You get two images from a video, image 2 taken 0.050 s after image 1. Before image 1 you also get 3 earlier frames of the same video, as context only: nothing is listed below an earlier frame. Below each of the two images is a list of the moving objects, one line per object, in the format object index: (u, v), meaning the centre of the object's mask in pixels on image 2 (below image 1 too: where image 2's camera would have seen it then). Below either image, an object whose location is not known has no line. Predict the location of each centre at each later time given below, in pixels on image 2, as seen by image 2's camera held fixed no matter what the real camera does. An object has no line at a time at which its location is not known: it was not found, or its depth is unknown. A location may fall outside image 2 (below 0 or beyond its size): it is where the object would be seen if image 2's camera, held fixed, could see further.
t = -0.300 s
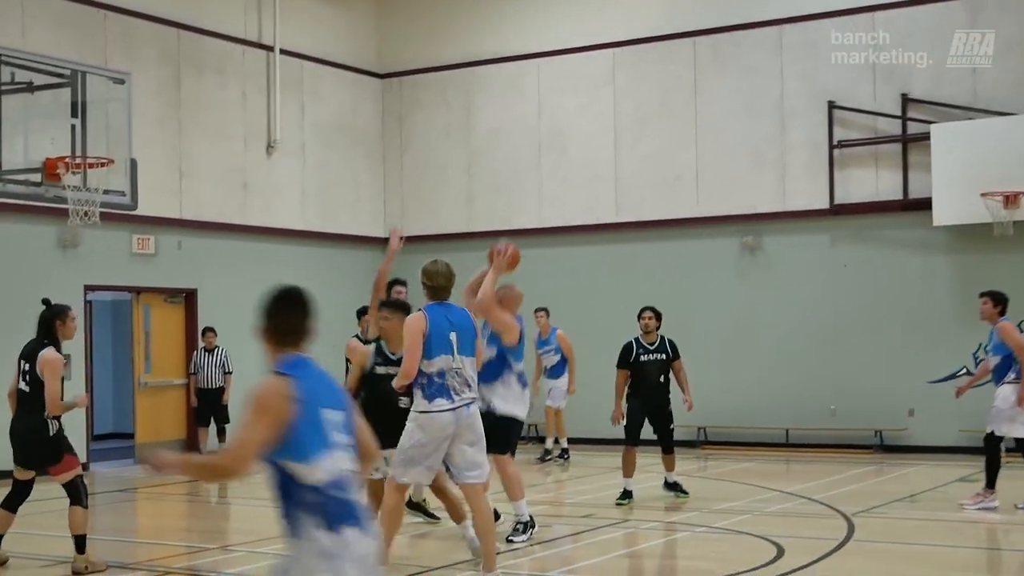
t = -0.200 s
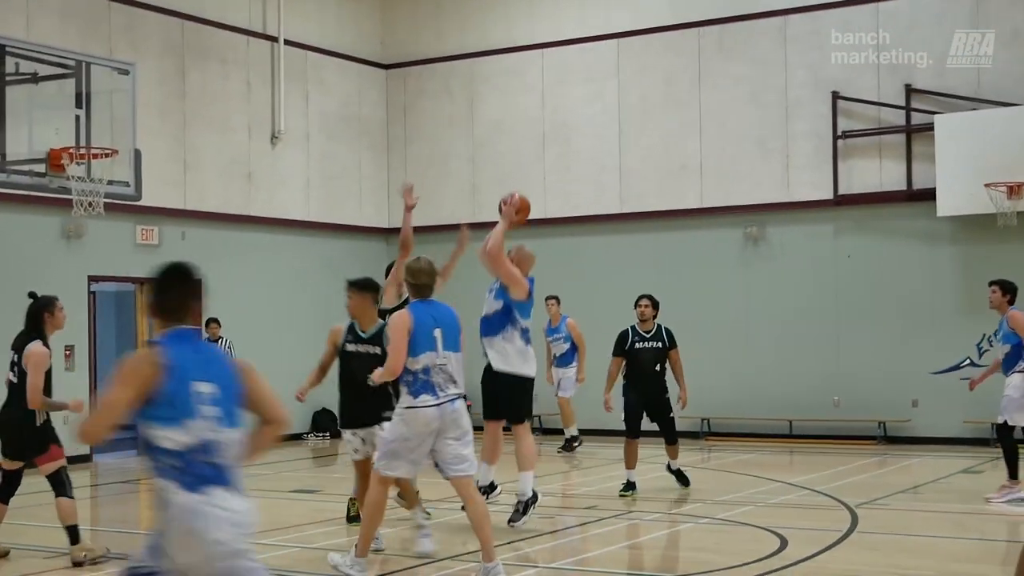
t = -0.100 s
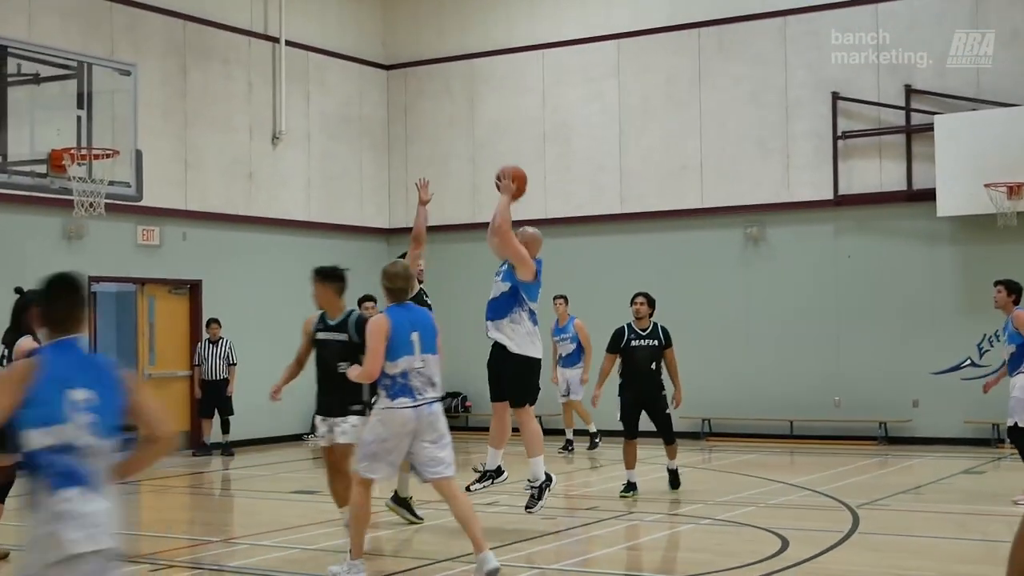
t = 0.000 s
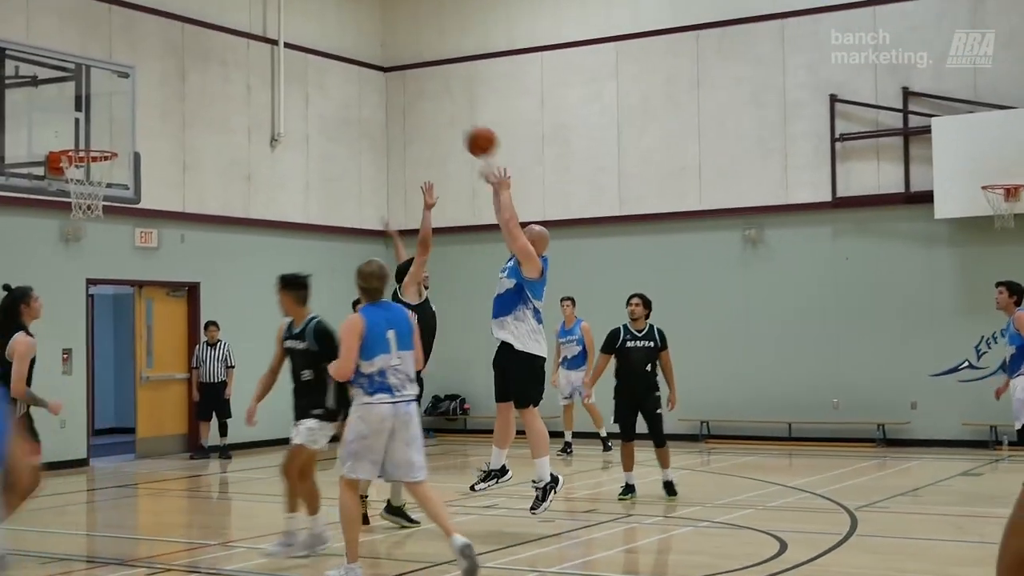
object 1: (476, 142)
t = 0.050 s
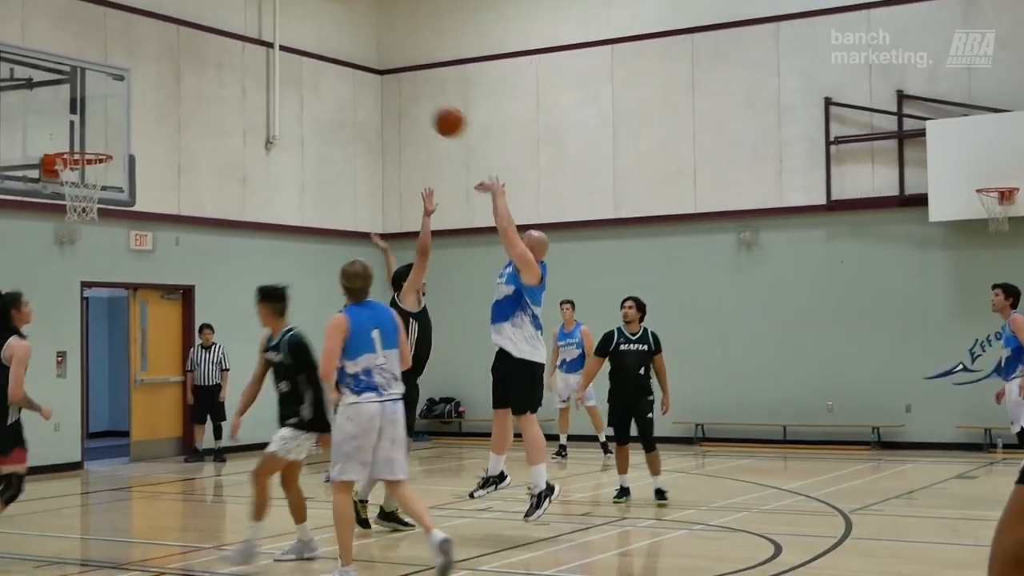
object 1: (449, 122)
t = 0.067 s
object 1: (441, 115)
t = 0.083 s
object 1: (433, 108)
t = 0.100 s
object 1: (426, 102)
